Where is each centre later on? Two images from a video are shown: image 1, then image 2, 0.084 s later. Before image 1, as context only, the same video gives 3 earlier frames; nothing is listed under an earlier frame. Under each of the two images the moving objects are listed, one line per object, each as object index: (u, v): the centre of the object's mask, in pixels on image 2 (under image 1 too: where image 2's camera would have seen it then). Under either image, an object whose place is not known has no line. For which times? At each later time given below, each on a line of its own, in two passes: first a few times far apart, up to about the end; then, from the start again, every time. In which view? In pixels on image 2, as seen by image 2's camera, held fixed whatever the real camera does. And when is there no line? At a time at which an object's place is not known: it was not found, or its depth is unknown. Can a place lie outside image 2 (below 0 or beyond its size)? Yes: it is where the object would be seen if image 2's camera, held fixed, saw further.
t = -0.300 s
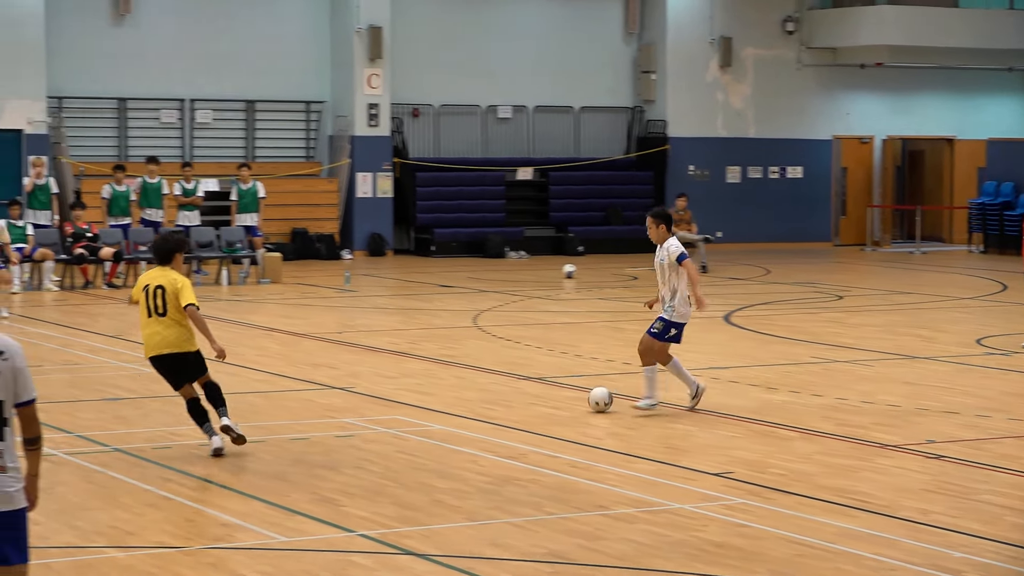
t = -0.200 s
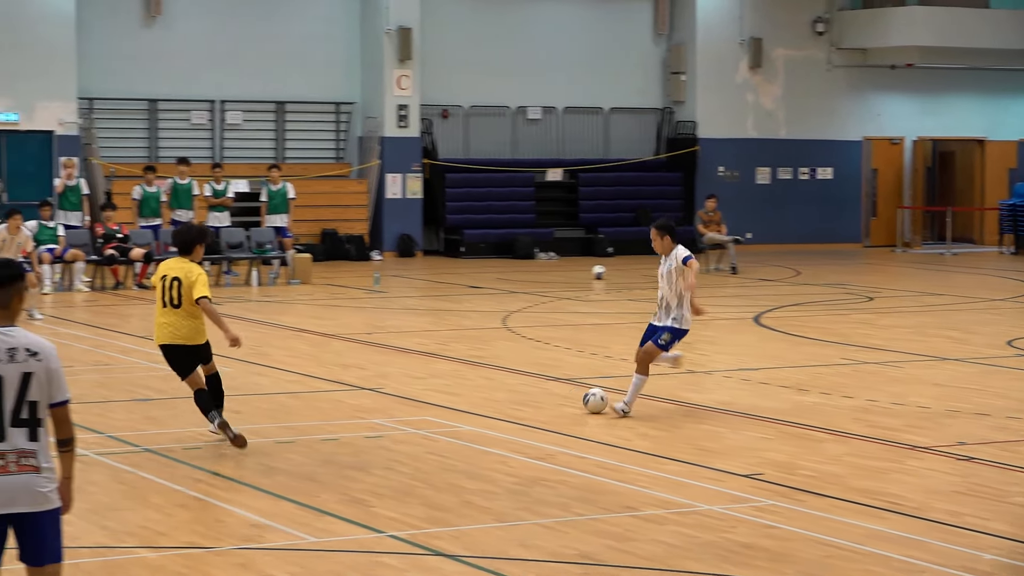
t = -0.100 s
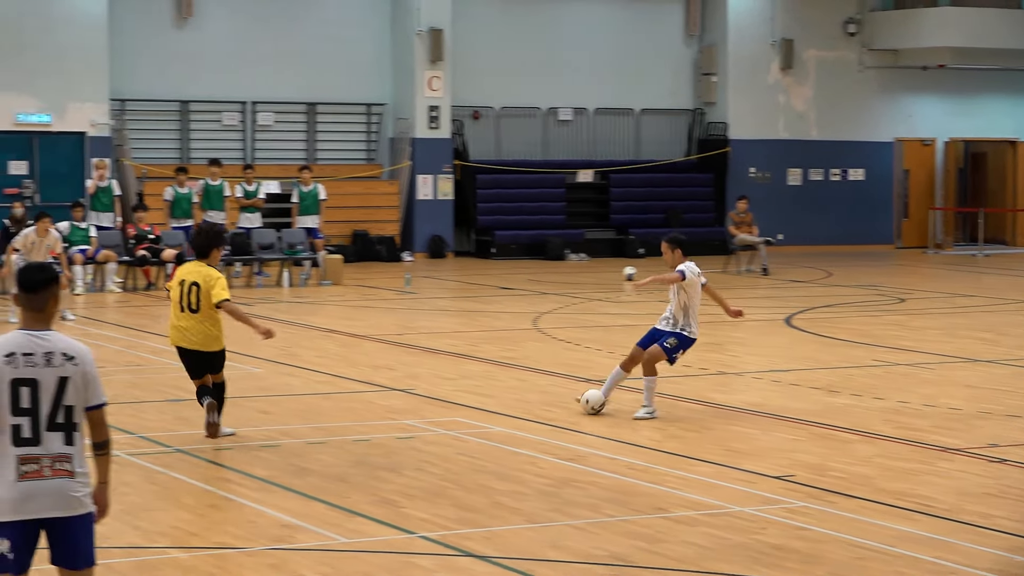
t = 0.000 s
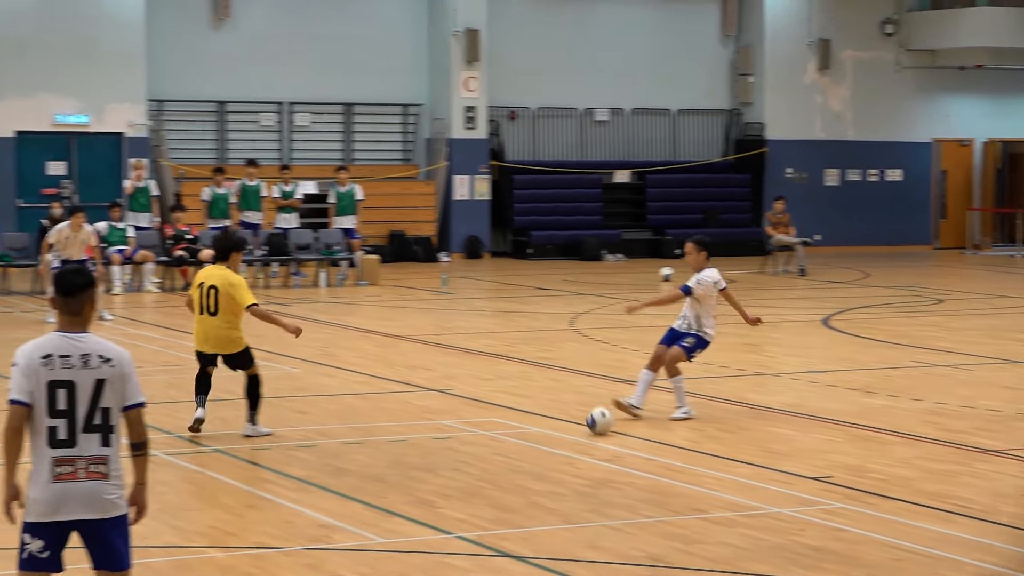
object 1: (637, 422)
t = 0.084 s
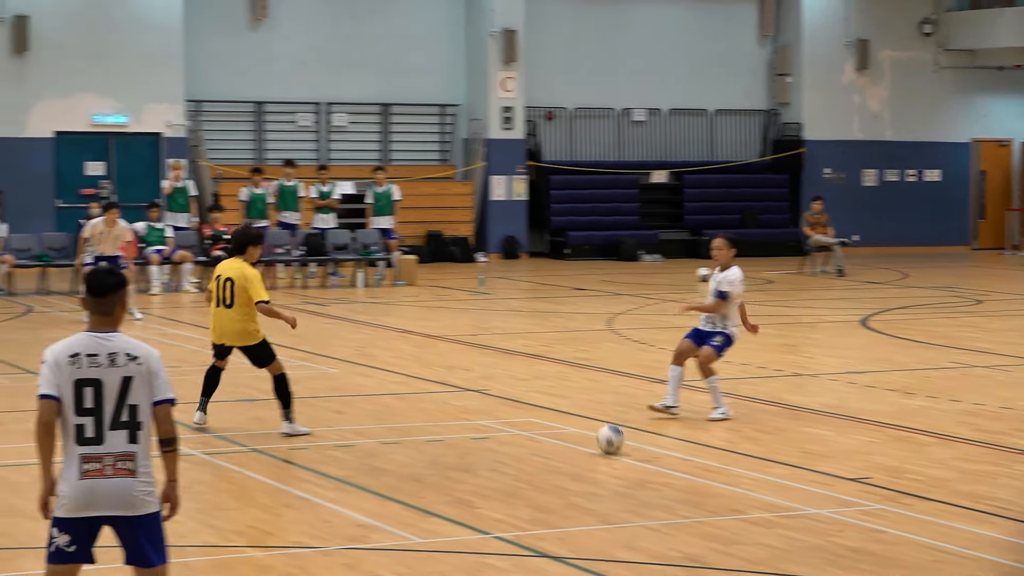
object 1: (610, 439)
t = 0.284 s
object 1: (542, 489)
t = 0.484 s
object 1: (459, 550)
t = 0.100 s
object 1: (604, 443)
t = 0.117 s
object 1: (599, 447)
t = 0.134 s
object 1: (594, 451)
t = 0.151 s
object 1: (588, 454)
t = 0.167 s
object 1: (583, 458)
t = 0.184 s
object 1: (578, 463)
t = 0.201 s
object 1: (572, 466)
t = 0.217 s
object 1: (566, 471)
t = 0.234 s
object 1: (560, 475)
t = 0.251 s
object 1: (554, 479)
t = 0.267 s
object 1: (549, 484)
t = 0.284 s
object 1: (542, 489)
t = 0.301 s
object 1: (536, 493)
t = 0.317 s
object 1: (529, 498)
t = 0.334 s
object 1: (524, 502)
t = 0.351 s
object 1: (516, 507)
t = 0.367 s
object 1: (509, 512)
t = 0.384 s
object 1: (502, 518)
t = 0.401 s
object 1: (496, 523)
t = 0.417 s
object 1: (488, 528)
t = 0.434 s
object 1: (481, 534)
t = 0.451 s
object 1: (474, 539)
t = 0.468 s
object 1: (467, 545)
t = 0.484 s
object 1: (459, 550)
